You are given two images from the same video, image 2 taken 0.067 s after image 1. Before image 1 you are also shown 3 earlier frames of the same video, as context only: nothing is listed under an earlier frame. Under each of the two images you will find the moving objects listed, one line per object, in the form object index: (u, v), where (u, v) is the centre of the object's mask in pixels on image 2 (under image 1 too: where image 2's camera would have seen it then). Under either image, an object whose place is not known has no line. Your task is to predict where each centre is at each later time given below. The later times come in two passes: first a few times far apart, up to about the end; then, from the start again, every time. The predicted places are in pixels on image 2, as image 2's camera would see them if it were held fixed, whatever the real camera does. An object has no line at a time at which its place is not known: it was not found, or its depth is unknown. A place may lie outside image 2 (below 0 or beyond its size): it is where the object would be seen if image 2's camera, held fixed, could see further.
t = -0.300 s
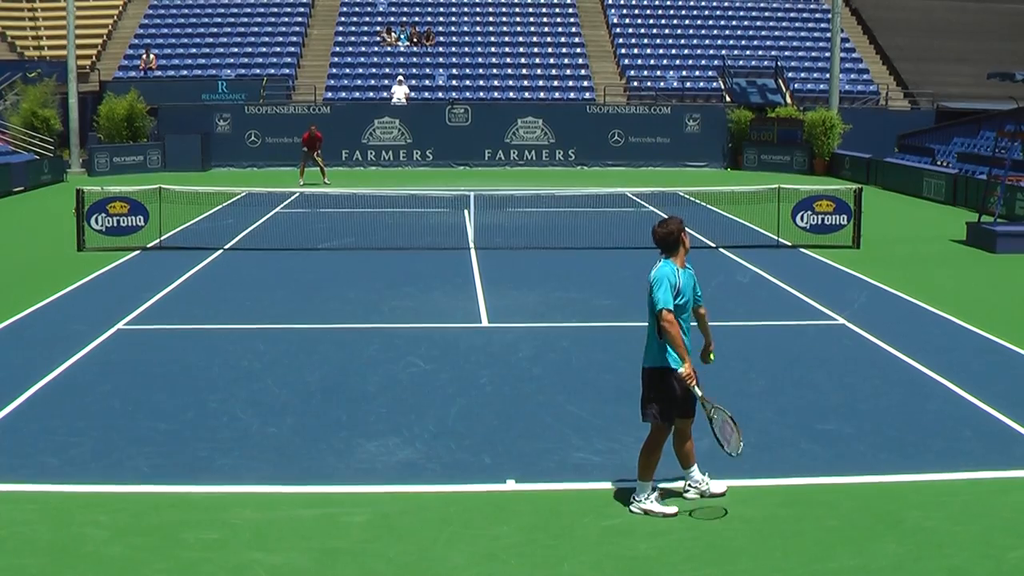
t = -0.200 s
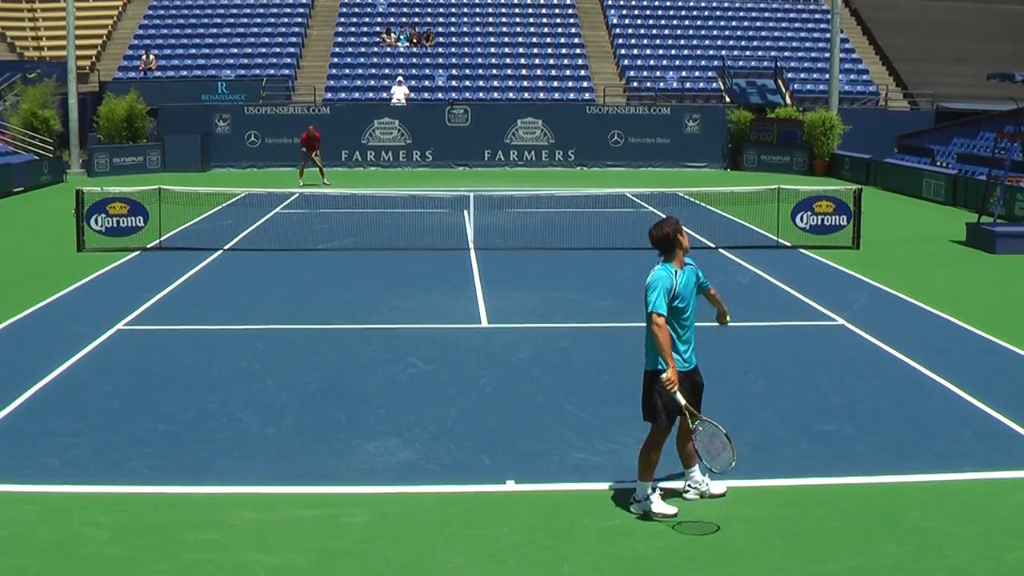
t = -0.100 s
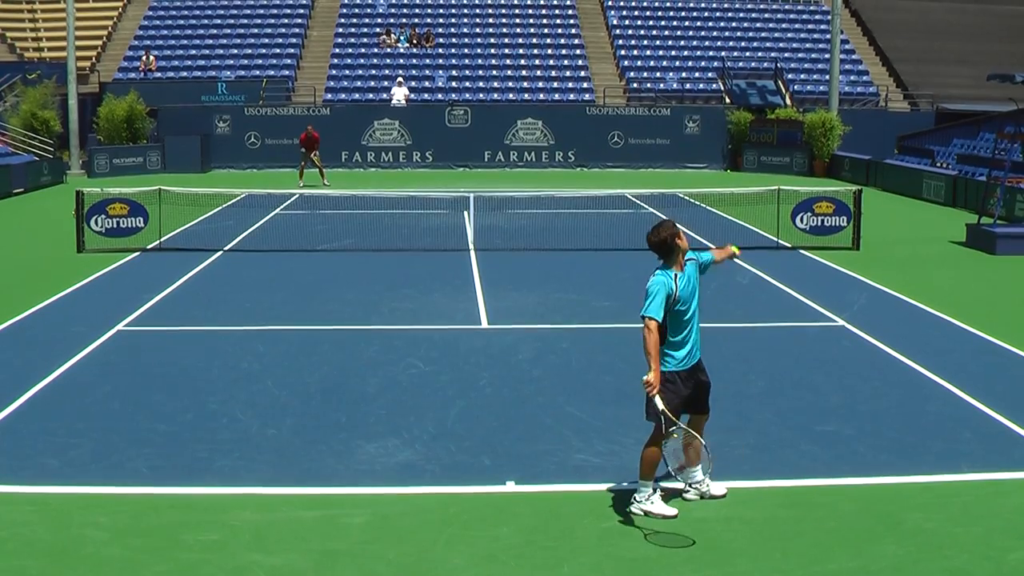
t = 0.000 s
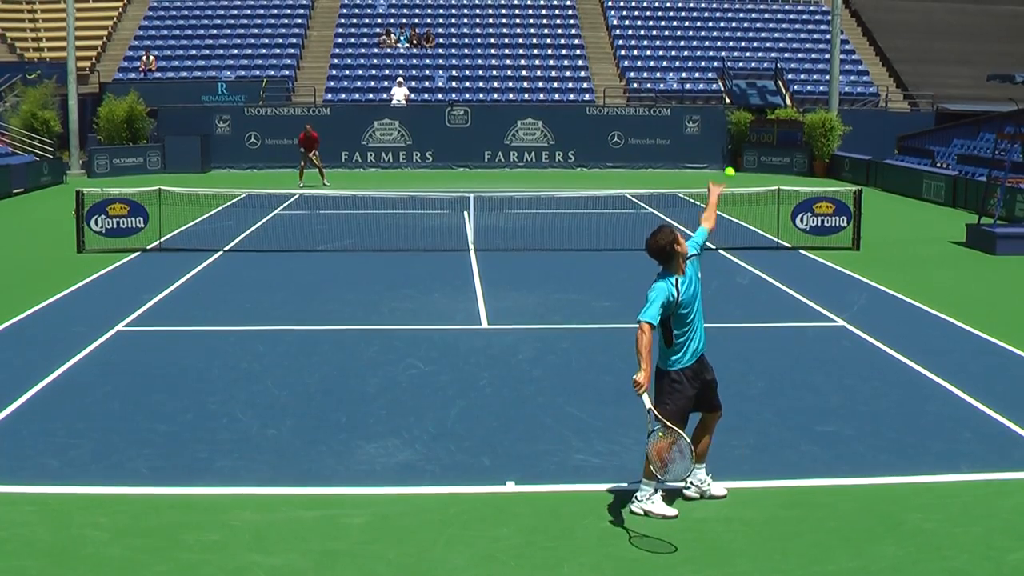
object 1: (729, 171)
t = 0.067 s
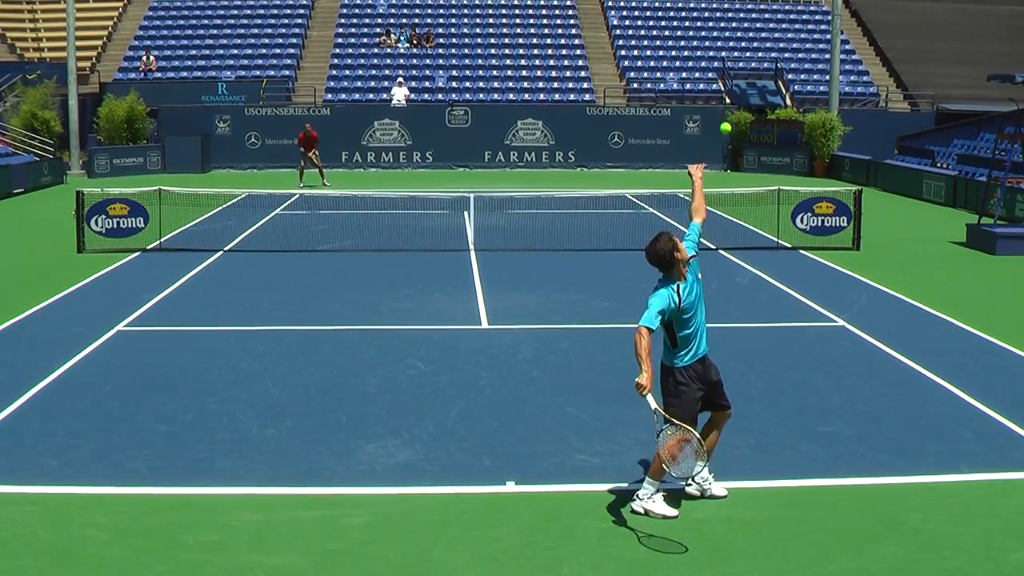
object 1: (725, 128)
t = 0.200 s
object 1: (717, 59)
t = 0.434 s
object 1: (700, 4)
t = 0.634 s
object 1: (684, 21)
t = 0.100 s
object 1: (723, 108)
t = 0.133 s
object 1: (721, 89)
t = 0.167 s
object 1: (719, 72)
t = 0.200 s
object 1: (717, 59)
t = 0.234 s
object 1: (715, 45)
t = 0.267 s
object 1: (712, 34)
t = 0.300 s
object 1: (710, 25)
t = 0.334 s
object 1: (707, 18)
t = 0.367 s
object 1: (705, 11)
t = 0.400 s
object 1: (703, 6)
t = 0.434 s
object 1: (700, 4)
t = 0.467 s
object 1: (698, 4)
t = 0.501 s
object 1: (695, 4)
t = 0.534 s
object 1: (692, 5)
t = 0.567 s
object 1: (690, 9)
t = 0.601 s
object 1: (687, 15)
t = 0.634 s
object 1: (684, 21)
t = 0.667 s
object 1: (682, 31)
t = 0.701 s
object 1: (679, 40)
